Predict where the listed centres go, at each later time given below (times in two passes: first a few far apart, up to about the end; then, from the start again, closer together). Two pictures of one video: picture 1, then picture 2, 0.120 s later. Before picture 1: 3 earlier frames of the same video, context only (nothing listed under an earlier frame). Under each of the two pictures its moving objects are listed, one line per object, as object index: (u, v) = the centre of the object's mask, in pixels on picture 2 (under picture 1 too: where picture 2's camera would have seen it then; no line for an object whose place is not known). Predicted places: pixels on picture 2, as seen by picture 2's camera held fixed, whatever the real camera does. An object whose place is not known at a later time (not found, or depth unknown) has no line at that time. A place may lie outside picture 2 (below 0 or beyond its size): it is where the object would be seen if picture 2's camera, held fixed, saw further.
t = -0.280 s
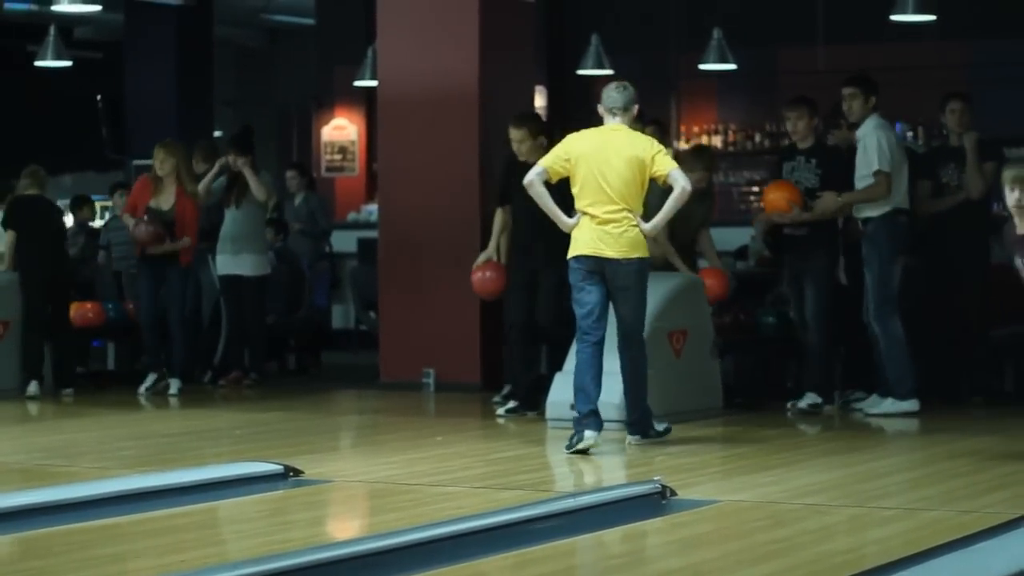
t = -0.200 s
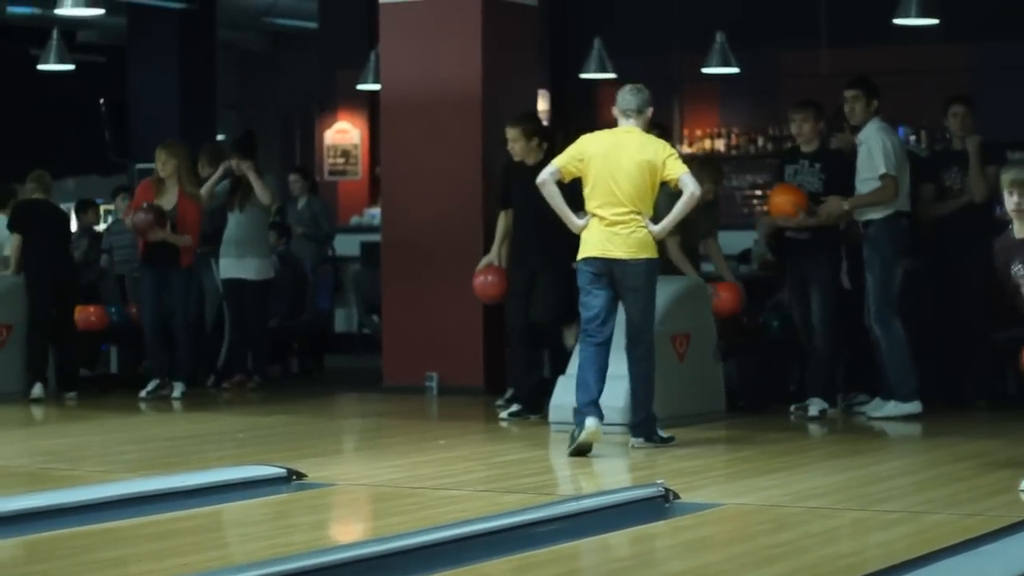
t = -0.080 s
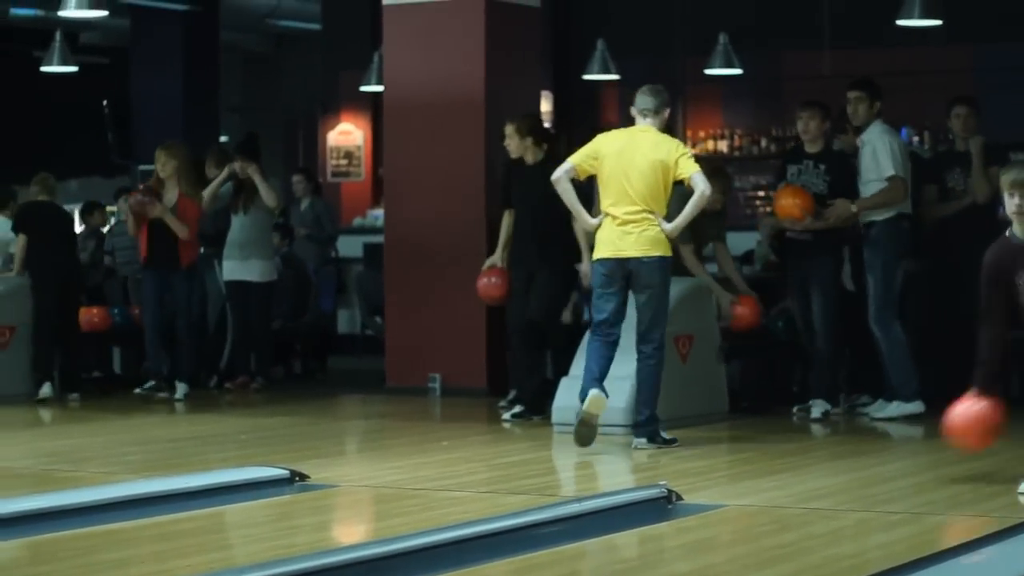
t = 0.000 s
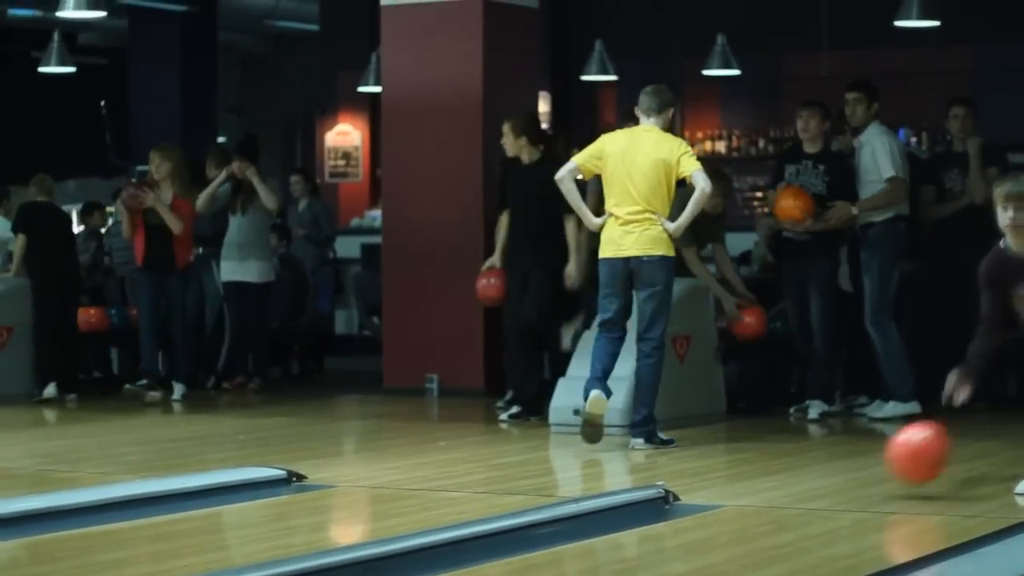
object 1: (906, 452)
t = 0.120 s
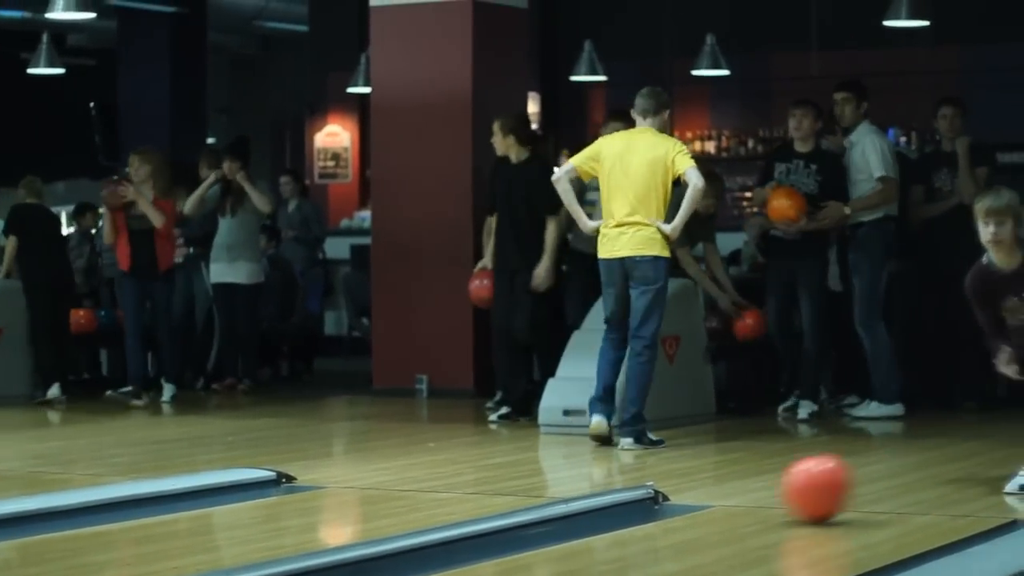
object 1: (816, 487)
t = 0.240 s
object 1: (705, 518)
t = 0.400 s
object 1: (519, 549)
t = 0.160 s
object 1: (781, 498)
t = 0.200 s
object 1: (746, 507)
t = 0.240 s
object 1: (705, 518)
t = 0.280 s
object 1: (663, 528)
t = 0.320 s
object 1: (618, 537)
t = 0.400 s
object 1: (519, 549)
